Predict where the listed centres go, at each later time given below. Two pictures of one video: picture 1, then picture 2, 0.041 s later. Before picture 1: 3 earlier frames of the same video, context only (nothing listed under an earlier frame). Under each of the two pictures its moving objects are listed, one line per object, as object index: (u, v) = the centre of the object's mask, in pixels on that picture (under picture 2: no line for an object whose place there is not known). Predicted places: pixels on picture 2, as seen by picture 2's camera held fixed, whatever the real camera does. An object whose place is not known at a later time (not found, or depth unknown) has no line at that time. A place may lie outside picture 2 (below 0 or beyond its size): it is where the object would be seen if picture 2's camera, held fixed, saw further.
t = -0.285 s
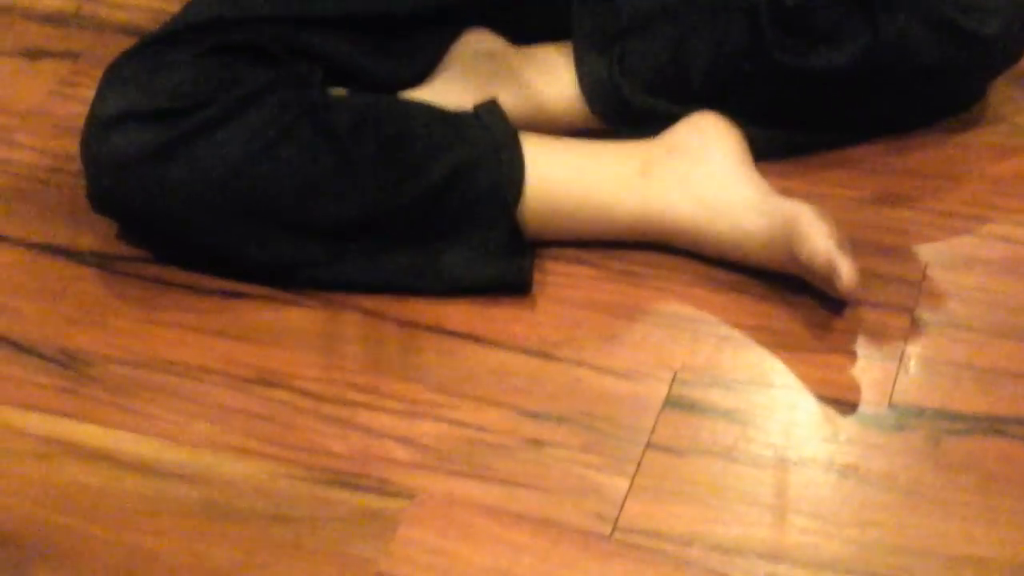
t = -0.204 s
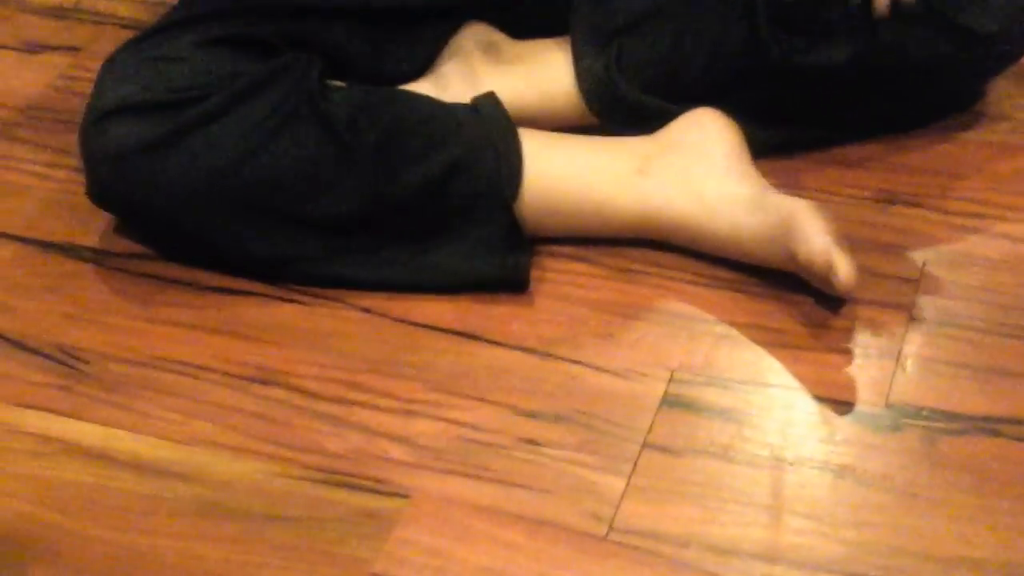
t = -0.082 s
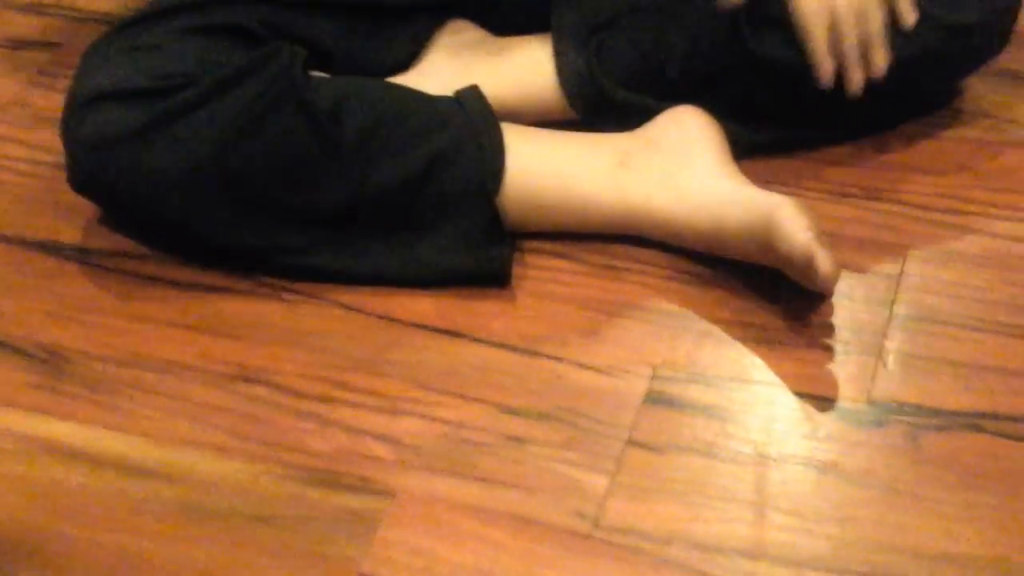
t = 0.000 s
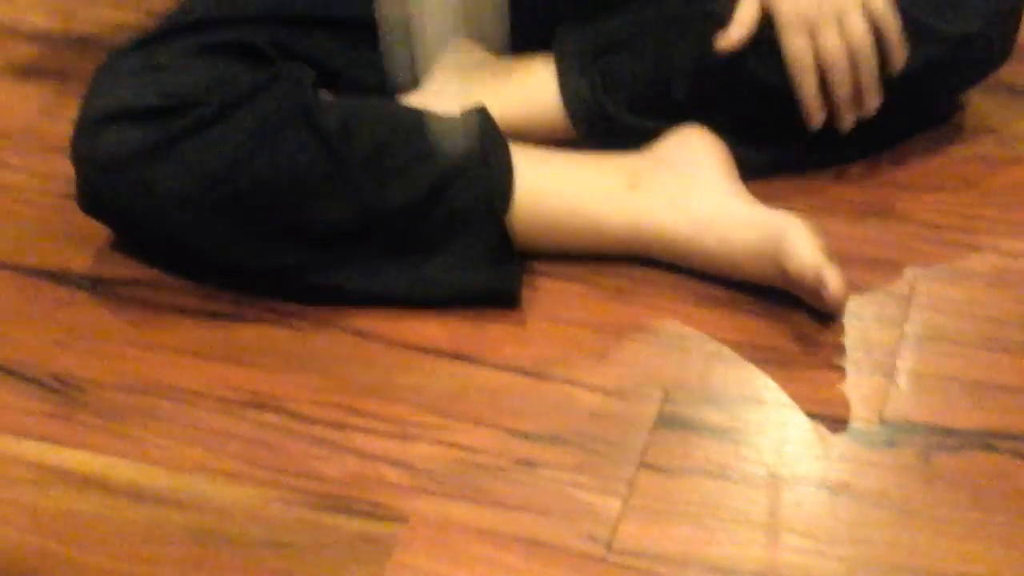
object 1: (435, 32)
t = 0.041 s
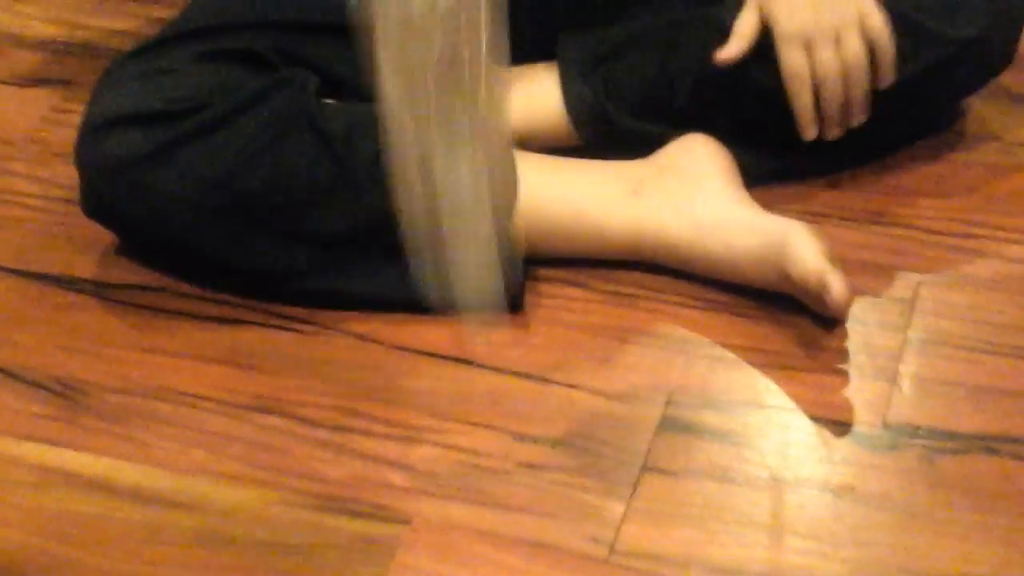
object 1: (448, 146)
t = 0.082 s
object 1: (437, 240)
